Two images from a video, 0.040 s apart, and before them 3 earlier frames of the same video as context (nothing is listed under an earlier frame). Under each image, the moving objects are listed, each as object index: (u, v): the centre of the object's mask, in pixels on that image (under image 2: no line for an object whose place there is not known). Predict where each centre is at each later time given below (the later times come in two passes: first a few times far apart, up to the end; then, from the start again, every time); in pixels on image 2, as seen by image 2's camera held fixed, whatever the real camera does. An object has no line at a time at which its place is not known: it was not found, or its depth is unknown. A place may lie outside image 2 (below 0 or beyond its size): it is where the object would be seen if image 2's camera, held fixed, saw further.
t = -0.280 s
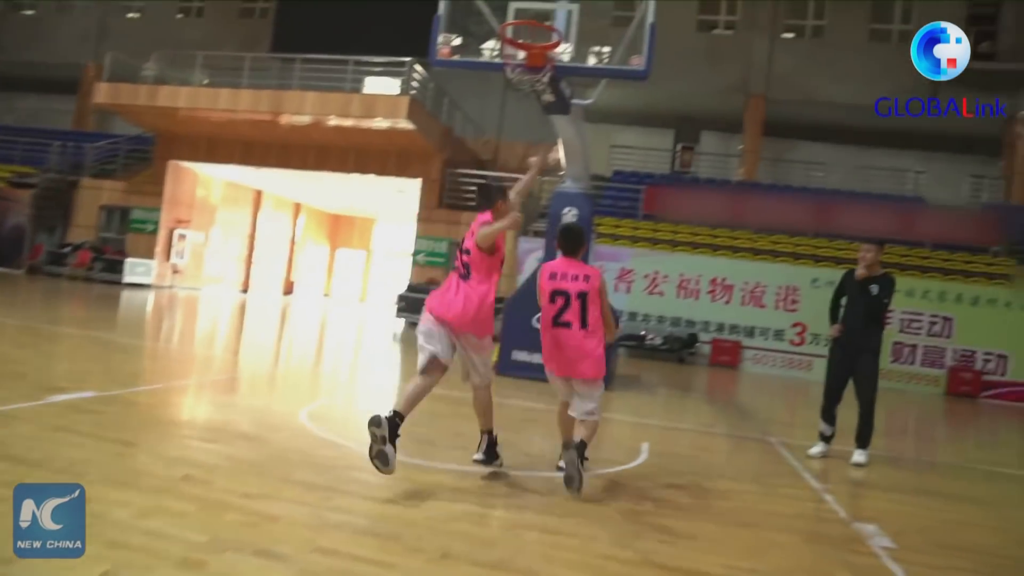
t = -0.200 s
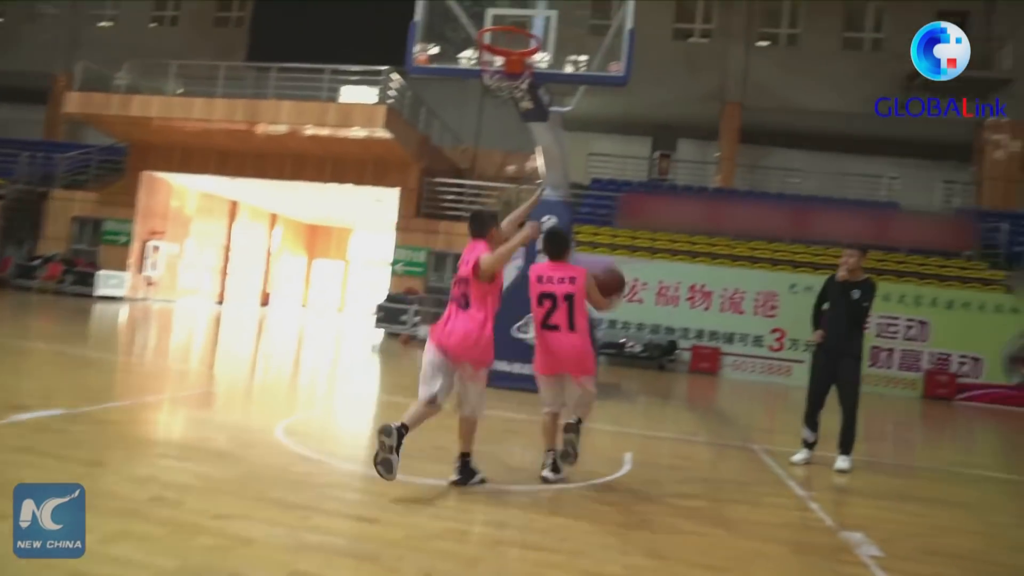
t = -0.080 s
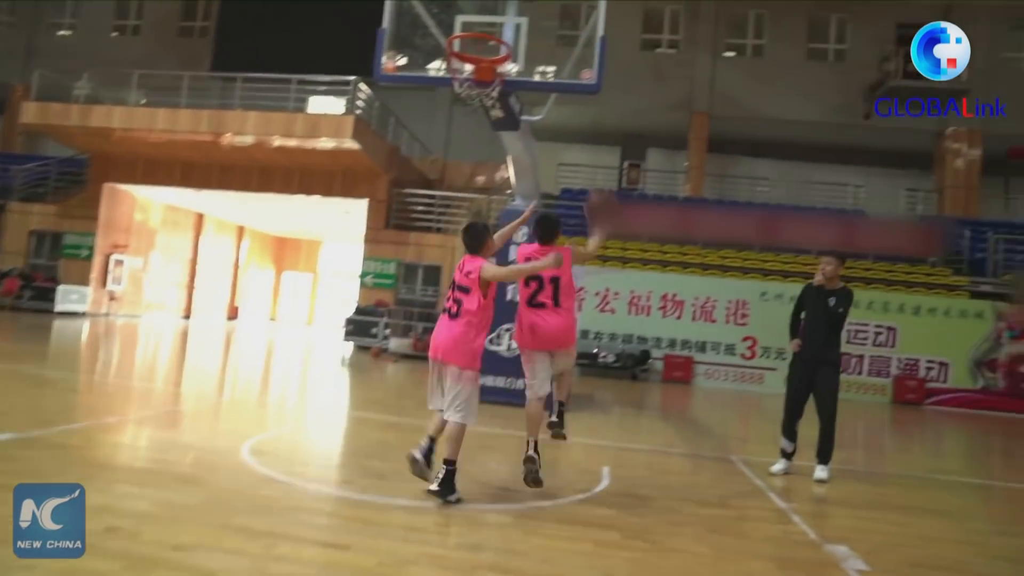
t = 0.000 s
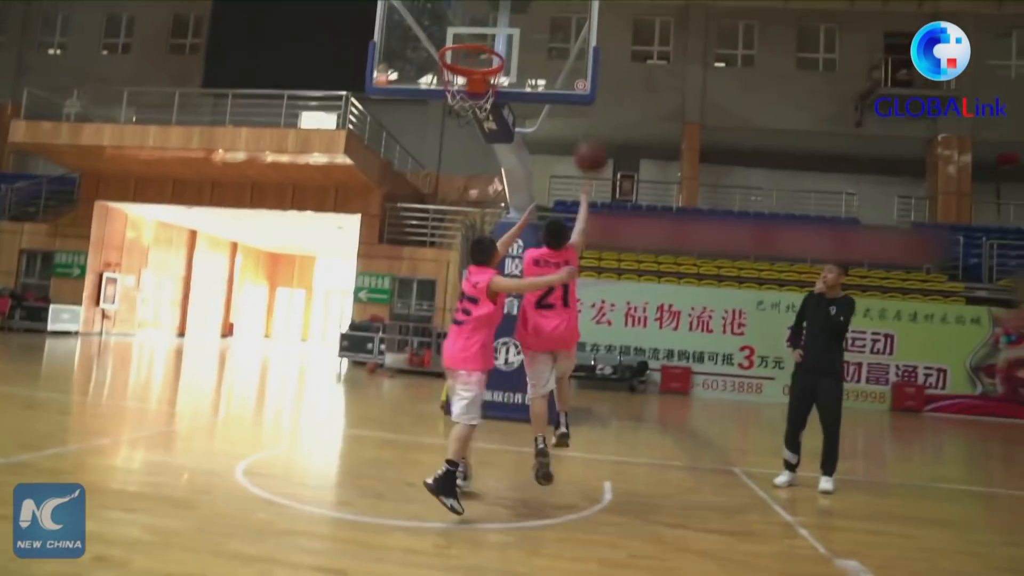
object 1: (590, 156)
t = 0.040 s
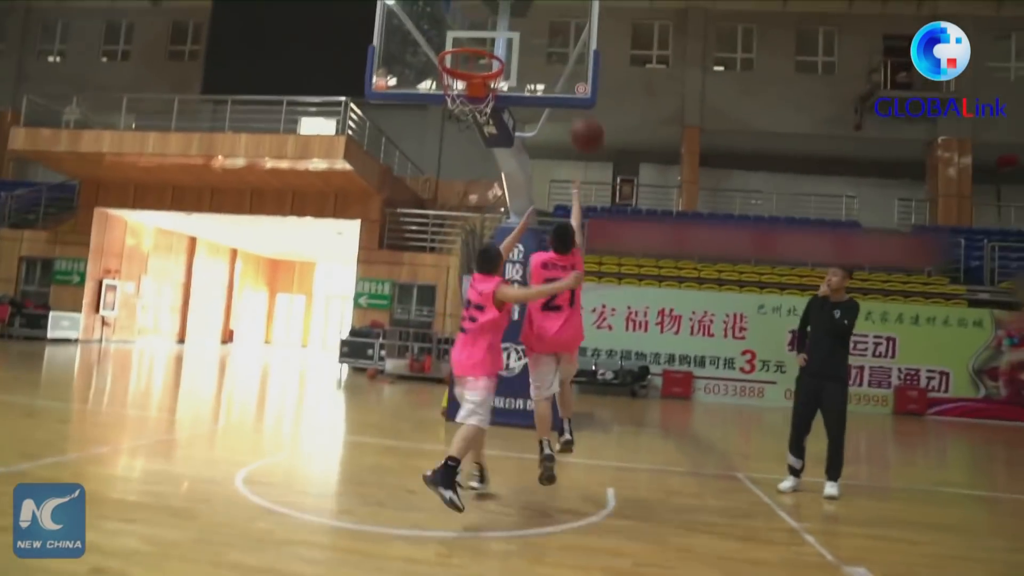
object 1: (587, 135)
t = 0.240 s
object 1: (557, 39)
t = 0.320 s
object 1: (546, 16)
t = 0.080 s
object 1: (581, 111)
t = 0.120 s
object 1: (576, 91)
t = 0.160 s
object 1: (570, 70)
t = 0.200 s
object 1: (564, 53)
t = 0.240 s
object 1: (557, 39)
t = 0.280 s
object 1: (552, 27)
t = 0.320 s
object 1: (546, 16)
